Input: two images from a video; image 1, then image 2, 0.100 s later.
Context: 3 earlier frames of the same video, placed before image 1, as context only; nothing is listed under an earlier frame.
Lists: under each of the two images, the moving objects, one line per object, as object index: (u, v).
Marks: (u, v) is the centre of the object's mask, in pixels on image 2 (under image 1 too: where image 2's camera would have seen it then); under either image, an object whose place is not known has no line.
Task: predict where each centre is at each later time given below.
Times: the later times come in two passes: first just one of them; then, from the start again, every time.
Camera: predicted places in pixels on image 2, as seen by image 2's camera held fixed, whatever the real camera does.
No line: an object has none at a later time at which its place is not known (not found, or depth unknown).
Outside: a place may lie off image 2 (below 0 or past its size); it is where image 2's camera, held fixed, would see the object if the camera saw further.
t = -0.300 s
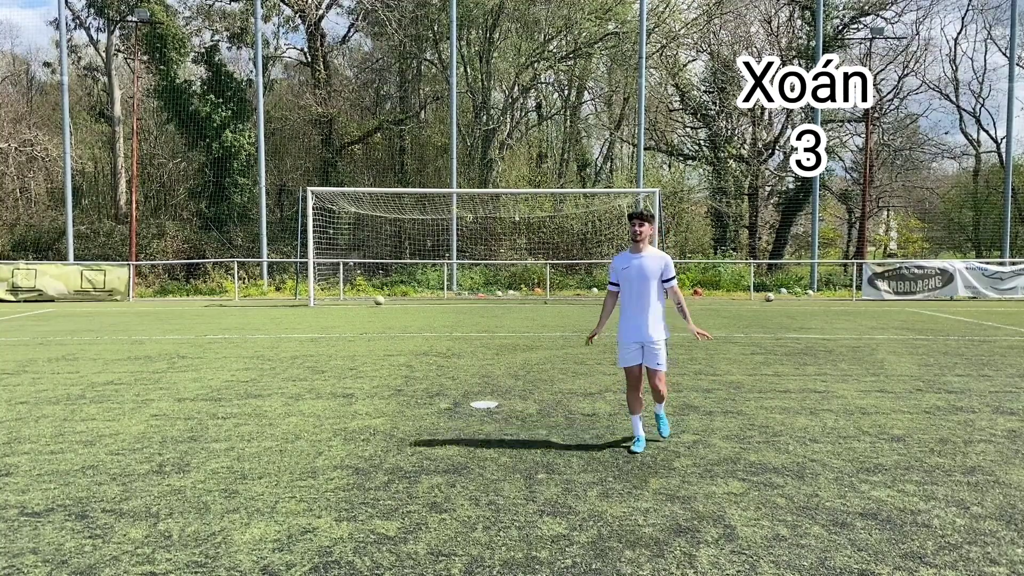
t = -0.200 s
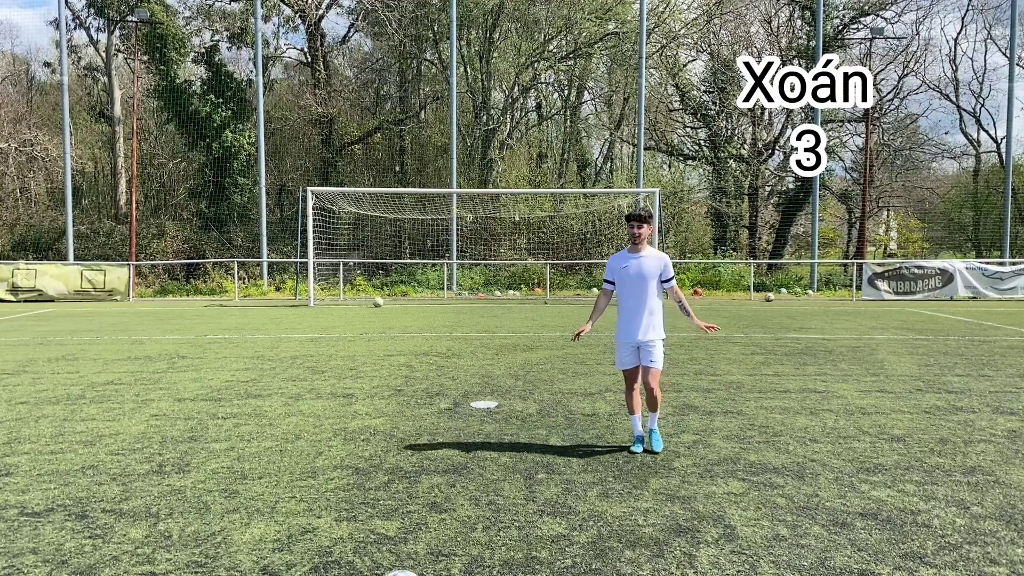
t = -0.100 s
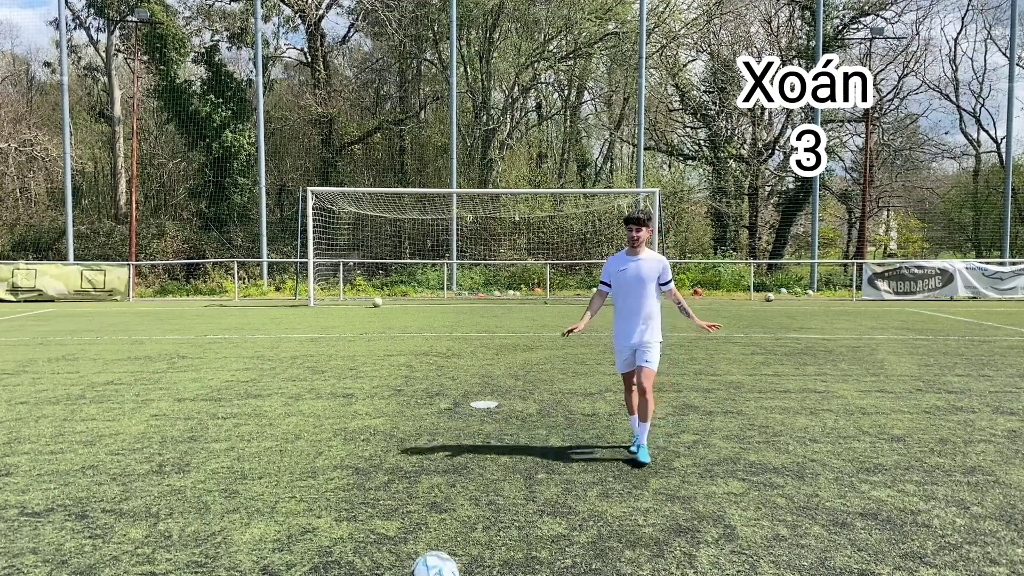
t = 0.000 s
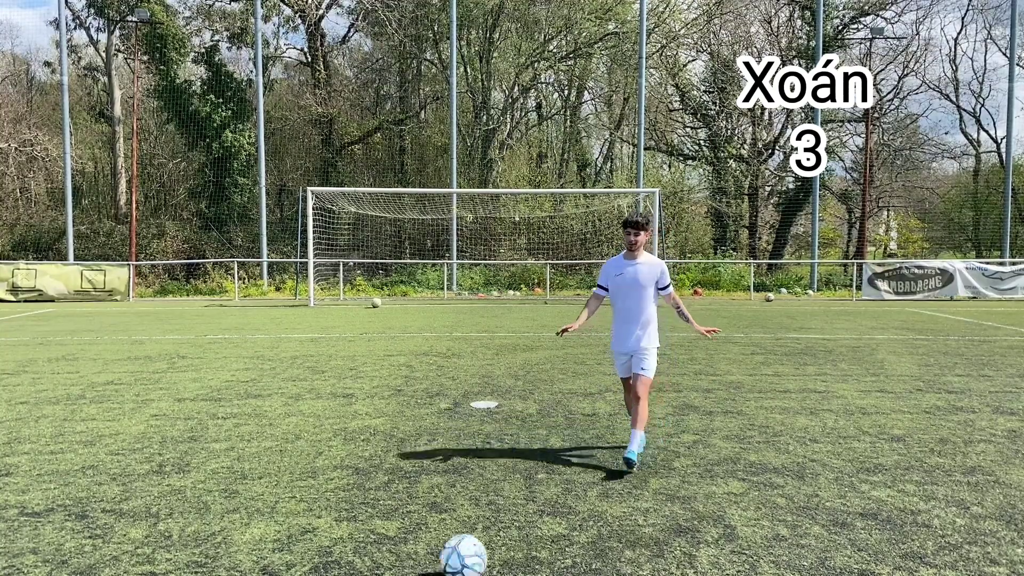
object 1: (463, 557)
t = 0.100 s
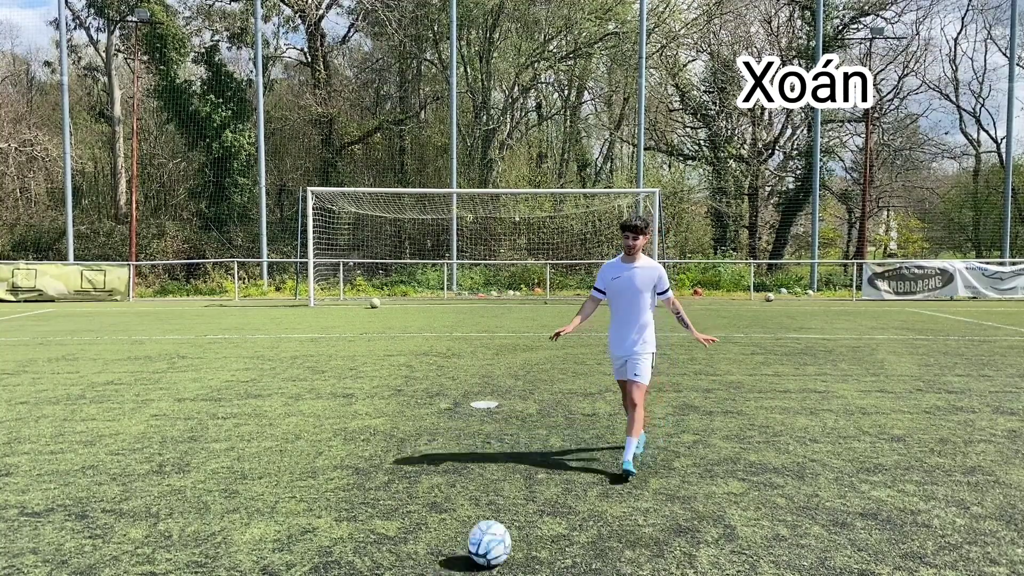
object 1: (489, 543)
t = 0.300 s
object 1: (531, 515)
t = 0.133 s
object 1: (496, 537)
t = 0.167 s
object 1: (503, 533)
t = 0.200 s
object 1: (511, 528)
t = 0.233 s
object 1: (517, 524)
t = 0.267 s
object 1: (524, 519)
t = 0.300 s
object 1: (531, 515)
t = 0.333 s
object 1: (537, 512)
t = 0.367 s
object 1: (543, 508)
